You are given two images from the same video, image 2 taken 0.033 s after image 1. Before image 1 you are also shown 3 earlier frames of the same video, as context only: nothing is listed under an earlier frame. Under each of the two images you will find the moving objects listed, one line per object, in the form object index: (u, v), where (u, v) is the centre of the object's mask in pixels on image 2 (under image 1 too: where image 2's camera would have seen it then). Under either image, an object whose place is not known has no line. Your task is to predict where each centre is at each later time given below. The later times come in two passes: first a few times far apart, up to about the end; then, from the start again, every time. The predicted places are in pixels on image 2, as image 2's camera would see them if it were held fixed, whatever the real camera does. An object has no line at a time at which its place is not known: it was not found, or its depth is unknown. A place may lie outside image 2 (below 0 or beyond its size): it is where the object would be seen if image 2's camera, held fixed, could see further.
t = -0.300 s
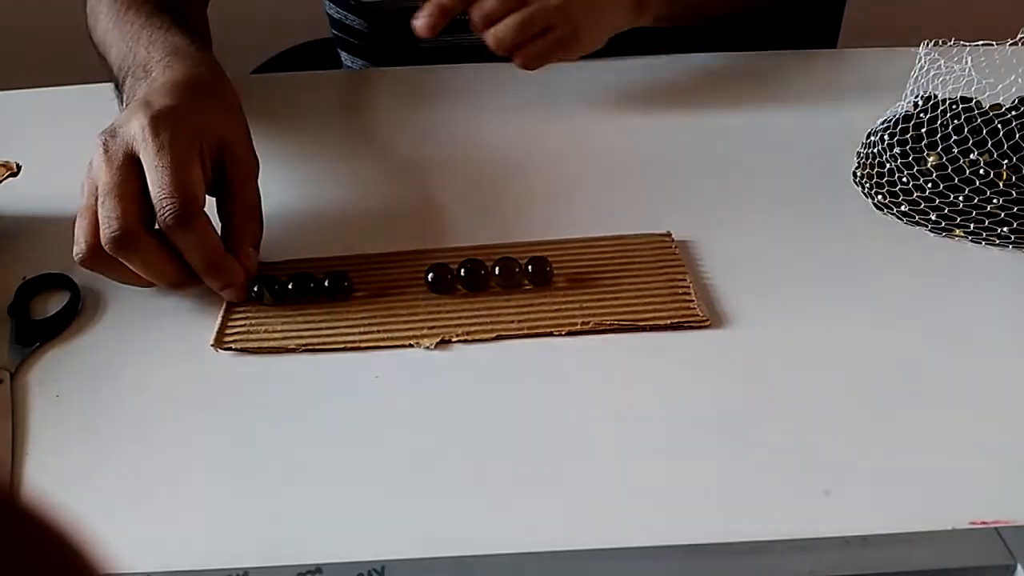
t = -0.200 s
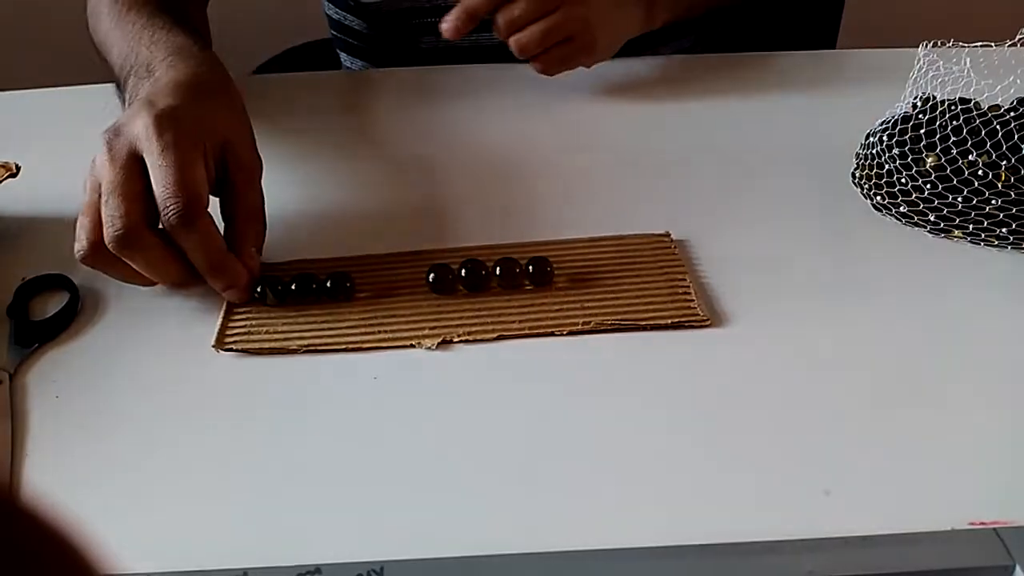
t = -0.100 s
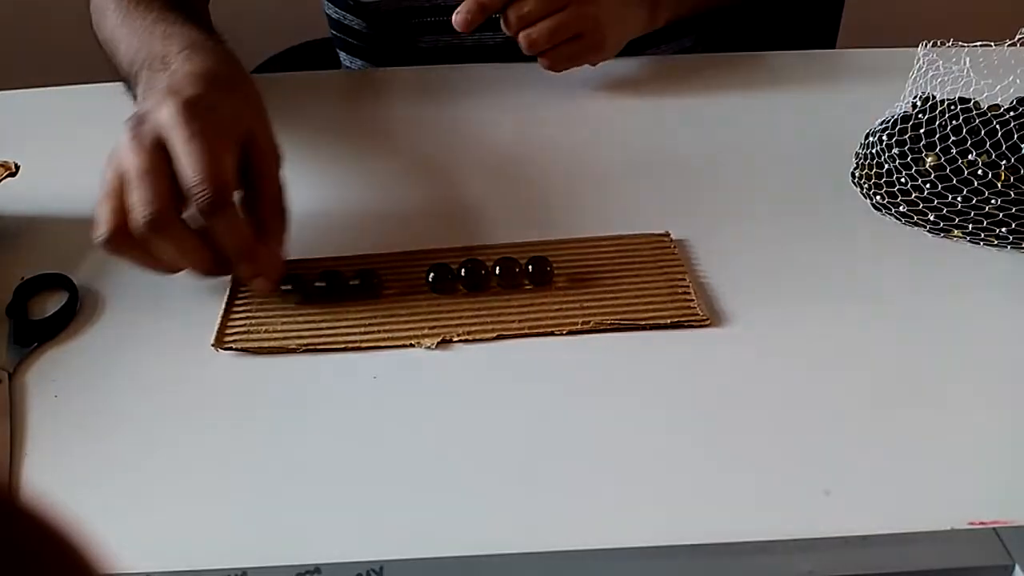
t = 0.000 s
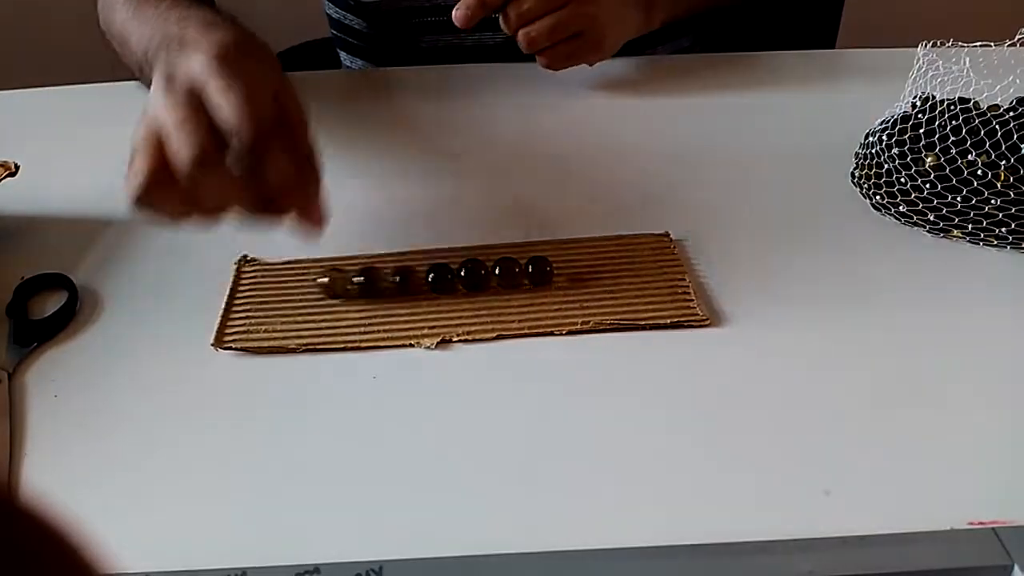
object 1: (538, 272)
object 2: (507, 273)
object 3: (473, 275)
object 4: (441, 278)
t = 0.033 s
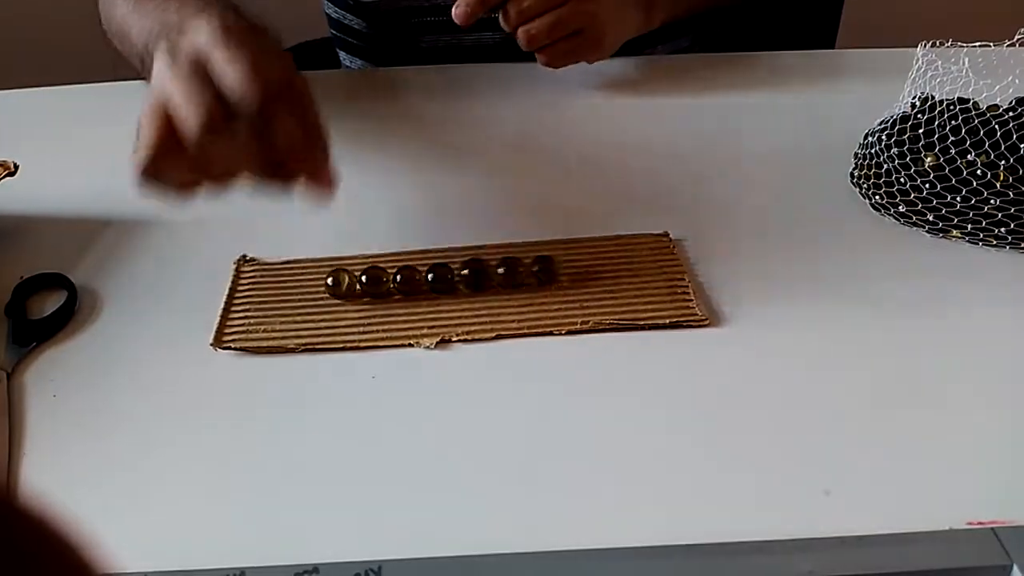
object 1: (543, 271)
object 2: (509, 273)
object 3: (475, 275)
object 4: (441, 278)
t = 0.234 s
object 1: (591, 268)
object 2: (552, 270)
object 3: (513, 272)
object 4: (451, 278)
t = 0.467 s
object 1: (640, 264)
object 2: (593, 267)
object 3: (553, 269)
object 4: (453, 277)
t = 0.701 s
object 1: (683, 261)
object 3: (590, 266)
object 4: (443, 278)
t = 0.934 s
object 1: (751, 263)
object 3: (621, 264)
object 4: (448, 278)
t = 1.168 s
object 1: (824, 264)
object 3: (640, 262)
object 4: (447, 278)
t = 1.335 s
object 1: (874, 266)
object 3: (645, 262)
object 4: (444, 278)
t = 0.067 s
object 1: (551, 270)
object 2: (516, 273)
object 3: (483, 274)
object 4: (442, 278)
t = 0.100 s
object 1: (560, 270)
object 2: (524, 272)
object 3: (489, 274)
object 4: (444, 278)
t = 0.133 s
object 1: (567, 270)
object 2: (532, 271)
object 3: (495, 274)
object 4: (446, 278)
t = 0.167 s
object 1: (576, 269)
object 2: (538, 270)
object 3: (501, 273)
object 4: (448, 278)
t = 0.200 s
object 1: (583, 268)
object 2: (546, 270)
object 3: (507, 273)
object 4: (450, 278)
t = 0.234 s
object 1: (591, 268)
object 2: (552, 270)
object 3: (513, 272)
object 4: (451, 278)
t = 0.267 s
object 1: (598, 267)
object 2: (558, 269)
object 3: (520, 271)
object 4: (453, 278)
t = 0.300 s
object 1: (605, 267)
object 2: (564, 269)
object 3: (527, 271)
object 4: (454, 277)
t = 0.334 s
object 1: (613, 266)
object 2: (571, 268)
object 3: (533, 270)
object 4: (455, 277)
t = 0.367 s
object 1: (621, 266)
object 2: (577, 268)
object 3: (539, 270)
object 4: (455, 277)
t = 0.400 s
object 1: (627, 265)
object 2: (583, 267)
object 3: (543, 269)
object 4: (454, 277)
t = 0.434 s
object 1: (633, 265)
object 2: (587, 267)
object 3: (548, 269)
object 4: (453, 277)
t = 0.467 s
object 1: (640, 264)
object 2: (593, 267)
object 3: (553, 269)
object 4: (453, 277)
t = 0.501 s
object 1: (646, 264)
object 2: (599, 266)
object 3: (559, 268)
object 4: (452, 278)
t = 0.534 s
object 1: (652, 264)
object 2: (605, 266)
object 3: (565, 268)
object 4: (451, 278)
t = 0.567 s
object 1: (659, 263)
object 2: (610, 265)
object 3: (570, 268)
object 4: (449, 278)
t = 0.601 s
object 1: (665, 263)
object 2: (614, 265)
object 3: (576, 267)
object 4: (447, 278)
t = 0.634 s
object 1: (671, 262)
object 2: (619, 265)
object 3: (581, 267)
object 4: (445, 278)
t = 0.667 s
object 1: (677, 261)
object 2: (624, 264)
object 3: (585, 266)
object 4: (444, 278)
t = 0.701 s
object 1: (683, 261)
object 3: (590, 266)
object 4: (443, 278)
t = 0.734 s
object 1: (689, 261)
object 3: (595, 265)
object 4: (443, 278)
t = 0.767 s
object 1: (701, 265)
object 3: (599, 265)
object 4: (443, 278)
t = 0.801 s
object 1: (711, 261)
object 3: (604, 265)
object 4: (444, 278)
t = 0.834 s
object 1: (721, 262)
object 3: (608, 265)
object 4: (446, 278)
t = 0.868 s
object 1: (731, 262)
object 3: (613, 265)
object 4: (447, 278)
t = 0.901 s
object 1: (741, 263)
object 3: (617, 264)
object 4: (448, 278)
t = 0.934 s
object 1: (751, 263)
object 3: (621, 264)
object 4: (448, 278)
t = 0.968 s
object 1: (762, 262)
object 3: (624, 263)
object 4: (449, 277)
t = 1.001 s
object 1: (772, 262)
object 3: (628, 263)
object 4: (449, 278)
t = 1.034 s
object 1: (782, 262)
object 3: (632, 263)
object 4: (449, 278)
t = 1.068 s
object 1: (793, 262)
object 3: (635, 262)
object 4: (449, 278)
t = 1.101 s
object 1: (803, 262)
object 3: (637, 262)
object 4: (448, 278)
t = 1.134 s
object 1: (813, 263)
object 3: (640, 262)
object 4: (447, 278)
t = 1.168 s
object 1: (824, 264)
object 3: (640, 262)
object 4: (447, 278)
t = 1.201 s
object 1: (834, 264)
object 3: (641, 262)
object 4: (446, 278)
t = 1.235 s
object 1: (844, 264)
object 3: (642, 262)
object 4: (446, 278)
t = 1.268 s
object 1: (855, 265)
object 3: (643, 262)
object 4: (445, 278)
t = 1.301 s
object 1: (865, 265)
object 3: (644, 262)
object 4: (445, 278)
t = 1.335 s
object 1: (874, 266)
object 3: (645, 262)
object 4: (444, 278)
